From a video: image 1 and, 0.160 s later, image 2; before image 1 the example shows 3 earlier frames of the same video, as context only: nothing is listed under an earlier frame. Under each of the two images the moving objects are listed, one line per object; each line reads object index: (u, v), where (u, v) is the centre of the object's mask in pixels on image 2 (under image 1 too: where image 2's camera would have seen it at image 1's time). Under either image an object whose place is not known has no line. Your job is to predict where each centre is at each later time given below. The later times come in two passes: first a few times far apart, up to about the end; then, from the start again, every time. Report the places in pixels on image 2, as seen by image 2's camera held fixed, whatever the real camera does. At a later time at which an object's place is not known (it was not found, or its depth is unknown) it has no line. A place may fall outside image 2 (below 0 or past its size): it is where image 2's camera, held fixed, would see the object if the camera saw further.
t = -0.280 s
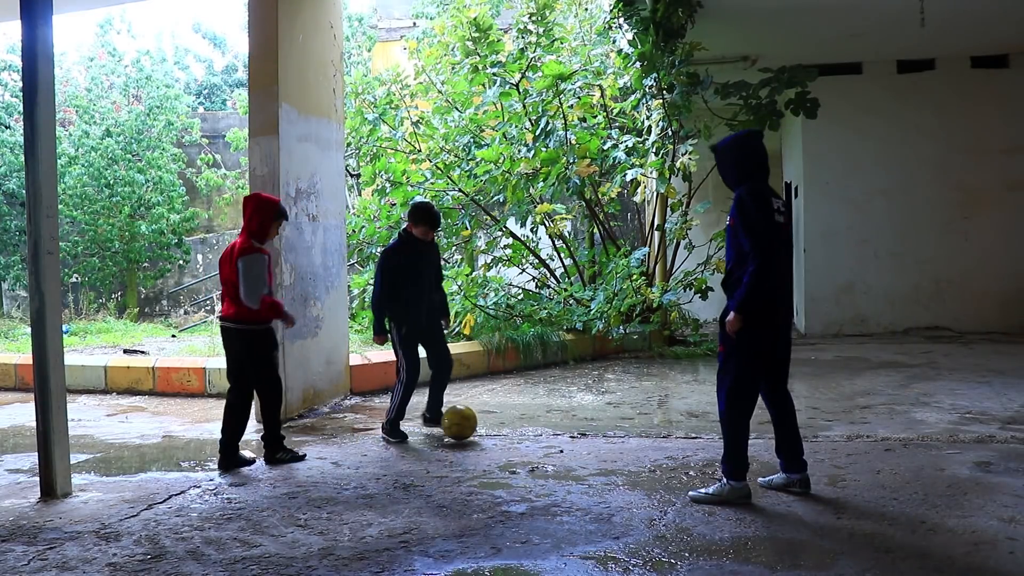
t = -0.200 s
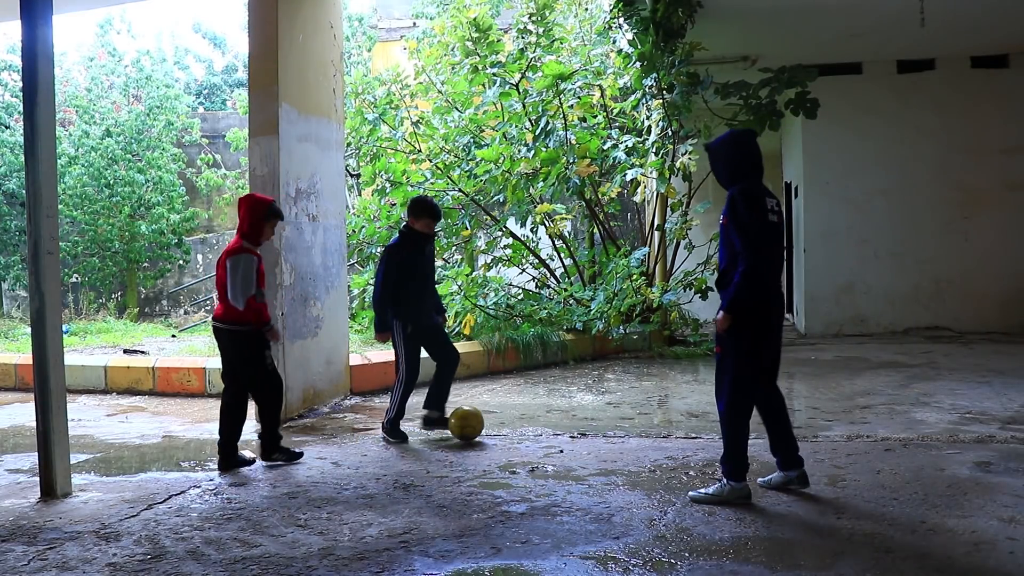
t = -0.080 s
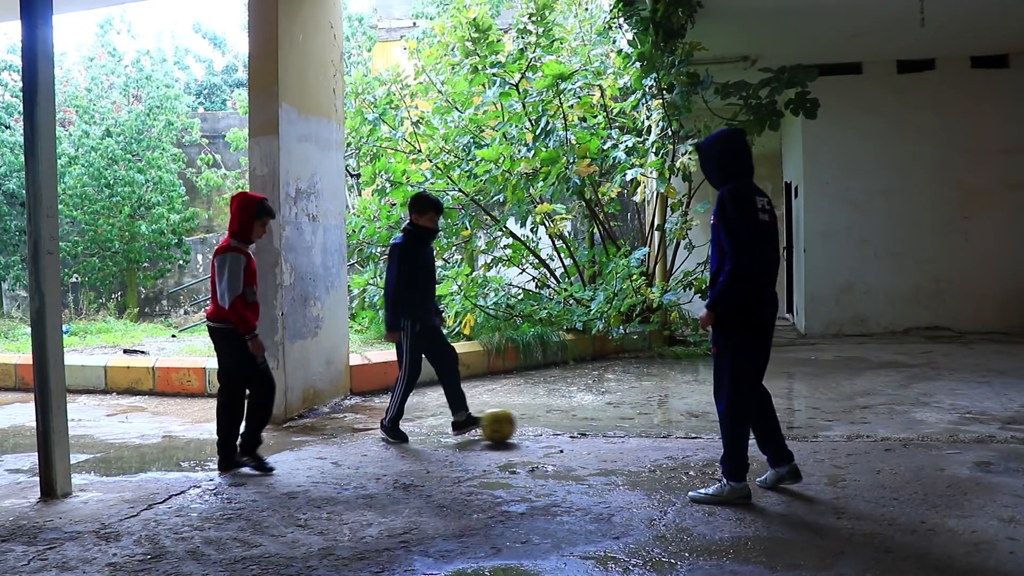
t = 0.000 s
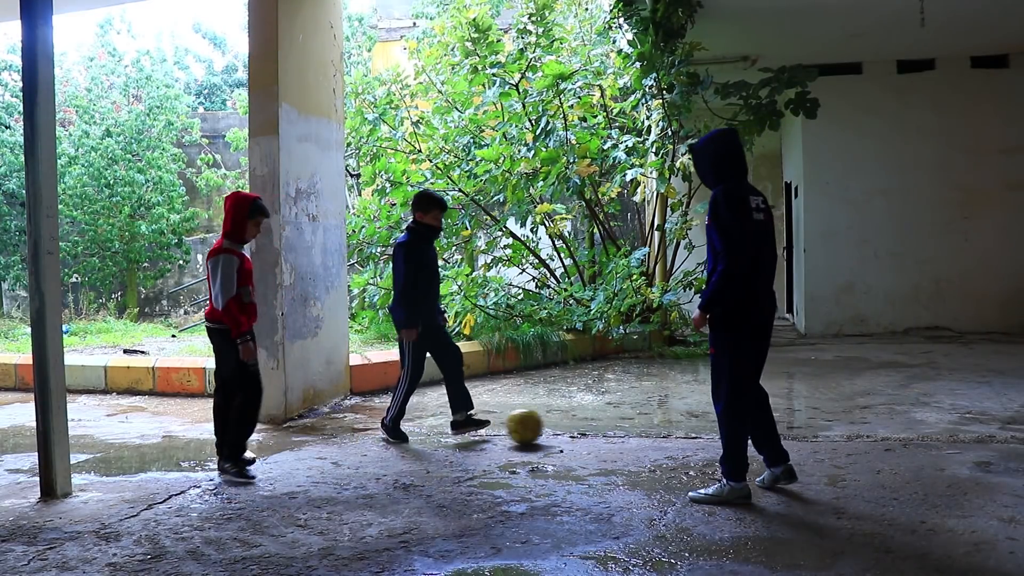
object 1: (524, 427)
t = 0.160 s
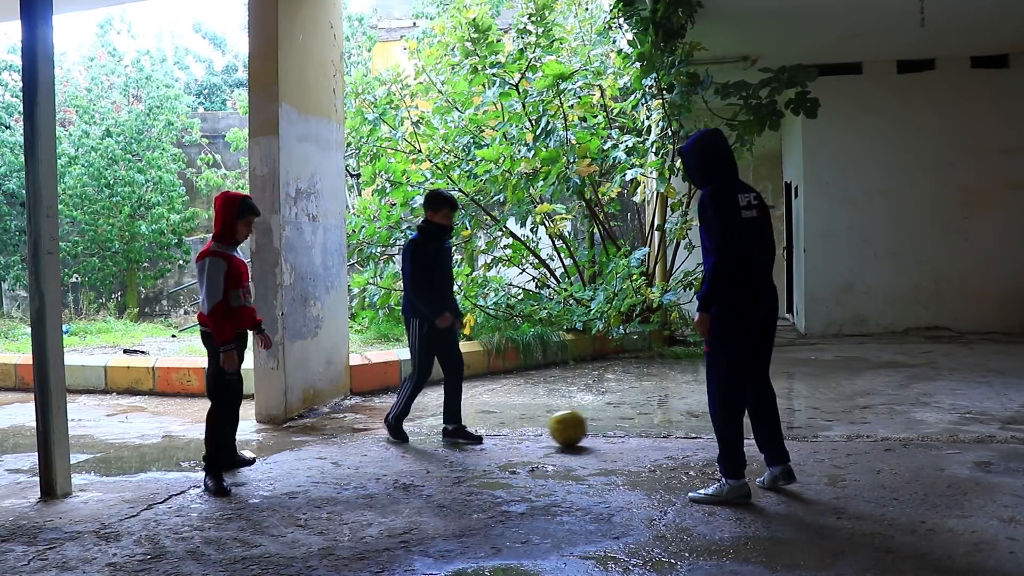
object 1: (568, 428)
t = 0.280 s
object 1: (599, 430)
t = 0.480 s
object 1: (654, 432)
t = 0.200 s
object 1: (578, 429)
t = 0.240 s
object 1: (589, 429)
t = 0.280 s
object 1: (599, 430)
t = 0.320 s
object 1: (611, 430)
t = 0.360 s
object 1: (622, 430)
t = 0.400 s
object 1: (632, 431)
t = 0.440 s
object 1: (643, 432)
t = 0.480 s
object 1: (654, 432)
